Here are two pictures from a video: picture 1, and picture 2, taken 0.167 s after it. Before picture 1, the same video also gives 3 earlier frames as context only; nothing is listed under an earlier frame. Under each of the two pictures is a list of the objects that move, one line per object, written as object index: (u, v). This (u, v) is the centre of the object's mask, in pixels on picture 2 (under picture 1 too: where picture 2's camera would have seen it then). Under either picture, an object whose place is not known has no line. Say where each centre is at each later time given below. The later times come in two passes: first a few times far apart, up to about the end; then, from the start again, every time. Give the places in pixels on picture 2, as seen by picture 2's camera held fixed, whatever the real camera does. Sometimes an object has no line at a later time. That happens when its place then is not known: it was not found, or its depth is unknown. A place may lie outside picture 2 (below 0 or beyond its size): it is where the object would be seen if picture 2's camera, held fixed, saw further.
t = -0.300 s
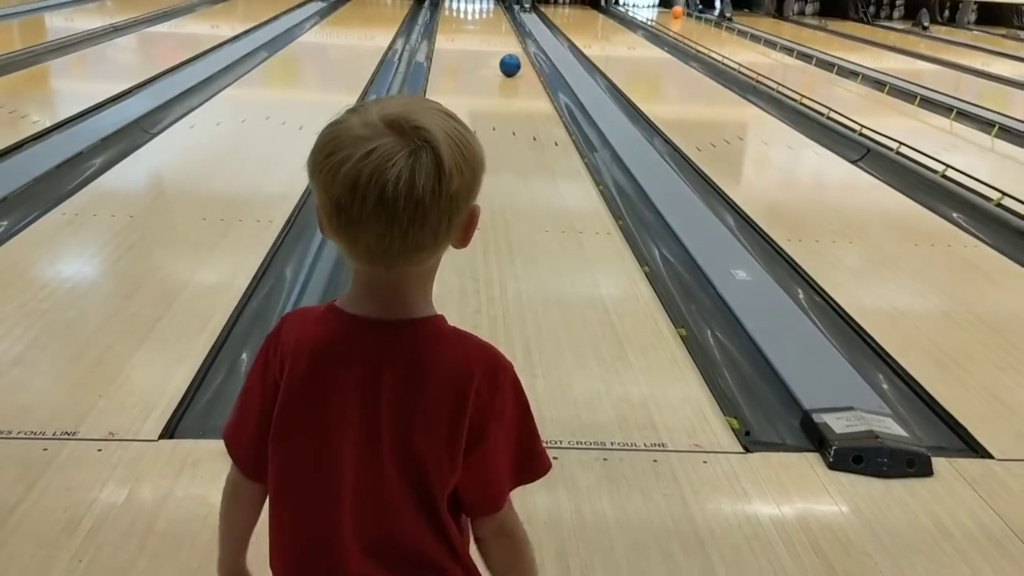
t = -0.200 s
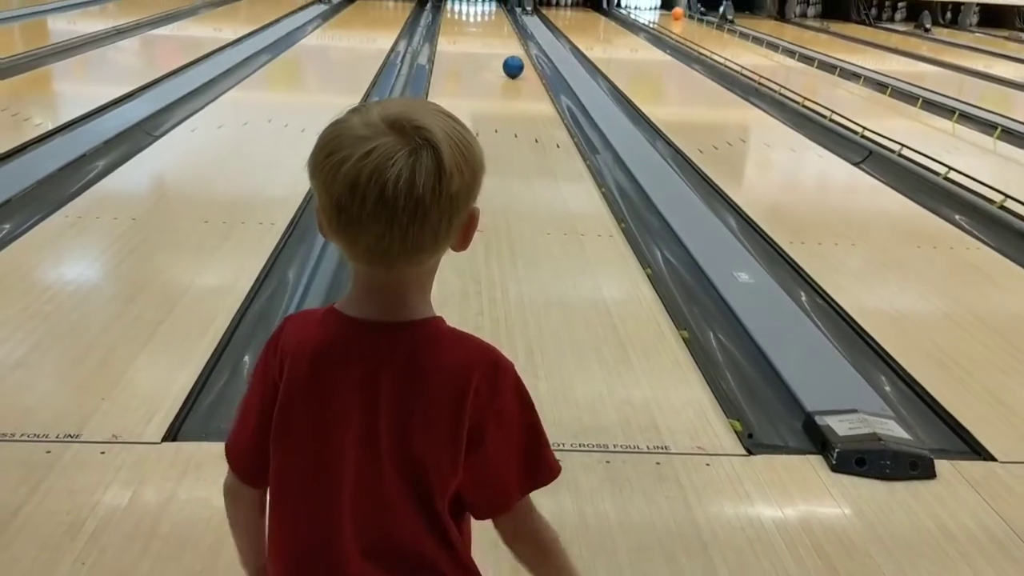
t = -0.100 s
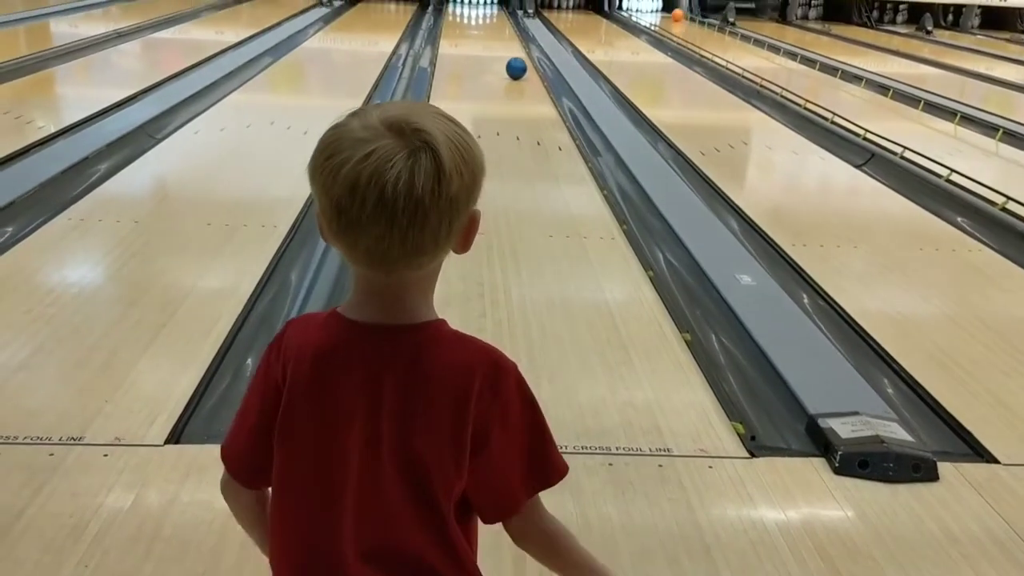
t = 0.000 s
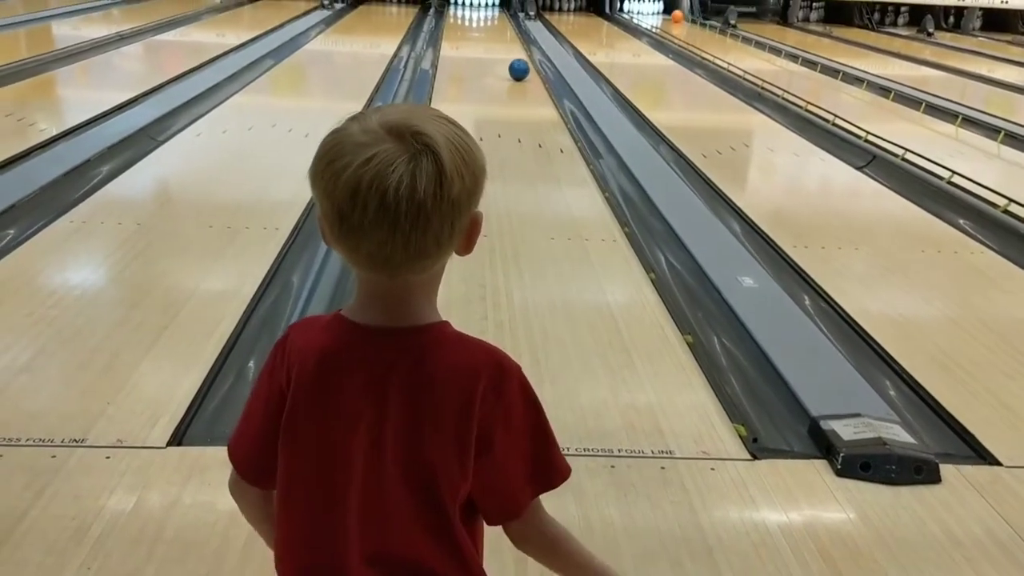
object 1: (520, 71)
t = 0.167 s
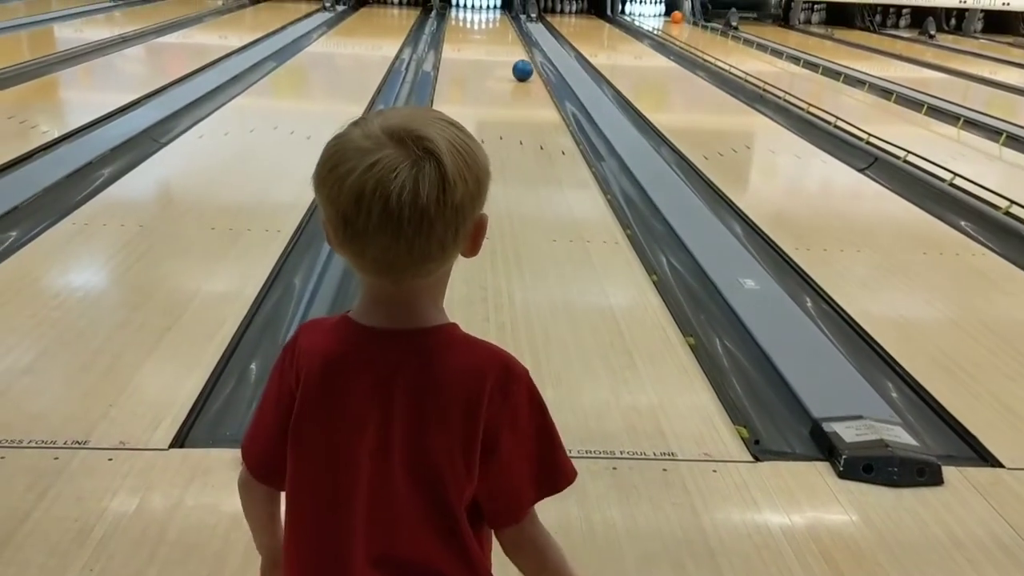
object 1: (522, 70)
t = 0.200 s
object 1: (523, 70)
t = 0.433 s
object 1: (525, 68)
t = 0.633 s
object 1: (528, 66)
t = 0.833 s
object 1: (530, 65)
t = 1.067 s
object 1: (531, 63)
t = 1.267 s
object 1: (528, 61)
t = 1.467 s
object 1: (524, 59)
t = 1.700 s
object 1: (521, 57)
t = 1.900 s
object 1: (518, 55)
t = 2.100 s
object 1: (514, 54)
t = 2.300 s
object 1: (511, 52)
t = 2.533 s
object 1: (507, 51)
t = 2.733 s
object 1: (505, 49)
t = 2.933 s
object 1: (502, 48)
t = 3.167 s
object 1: (498, 46)
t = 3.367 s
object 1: (495, 45)
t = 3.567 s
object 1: (493, 43)
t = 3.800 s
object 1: (490, 42)
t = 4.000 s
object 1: (487, 41)
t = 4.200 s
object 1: (484, 39)
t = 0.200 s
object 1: (523, 70)
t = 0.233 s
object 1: (523, 69)
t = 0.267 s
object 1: (523, 69)
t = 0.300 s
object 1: (524, 69)
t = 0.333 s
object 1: (524, 69)
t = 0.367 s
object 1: (525, 68)
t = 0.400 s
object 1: (525, 68)
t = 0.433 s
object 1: (525, 68)
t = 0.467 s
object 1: (526, 67)
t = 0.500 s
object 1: (526, 67)
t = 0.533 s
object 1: (527, 67)
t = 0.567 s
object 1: (527, 67)
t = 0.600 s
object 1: (527, 66)
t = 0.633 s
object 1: (528, 66)
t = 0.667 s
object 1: (528, 66)
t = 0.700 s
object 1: (528, 66)
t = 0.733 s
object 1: (529, 65)
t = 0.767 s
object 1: (529, 65)
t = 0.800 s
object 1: (529, 65)
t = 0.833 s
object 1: (530, 65)
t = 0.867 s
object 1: (530, 64)
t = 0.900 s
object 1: (531, 64)
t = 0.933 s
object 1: (531, 64)
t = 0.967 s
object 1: (531, 64)
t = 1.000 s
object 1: (531, 63)
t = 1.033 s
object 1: (531, 63)
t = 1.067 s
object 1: (531, 63)
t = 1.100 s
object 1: (530, 63)
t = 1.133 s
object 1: (530, 62)
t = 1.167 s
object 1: (529, 62)
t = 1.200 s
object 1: (529, 62)
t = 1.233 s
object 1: (528, 61)
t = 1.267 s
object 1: (528, 61)
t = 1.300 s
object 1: (527, 60)
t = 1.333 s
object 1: (527, 60)
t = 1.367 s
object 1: (526, 60)
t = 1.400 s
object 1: (526, 60)
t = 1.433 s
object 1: (525, 60)
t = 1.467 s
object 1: (524, 59)
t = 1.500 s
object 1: (524, 59)
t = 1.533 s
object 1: (523, 59)
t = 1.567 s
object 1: (523, 58)
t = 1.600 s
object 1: (522, 58)
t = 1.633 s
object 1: (522, 58)
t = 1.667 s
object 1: (522, 57)
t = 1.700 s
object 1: (521, 57)
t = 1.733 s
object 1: (521, 57)
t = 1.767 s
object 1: (520, 57)
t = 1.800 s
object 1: (519, 56)
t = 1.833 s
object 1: (519, 56)
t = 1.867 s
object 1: (518, 56)
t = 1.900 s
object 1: (518, 55)
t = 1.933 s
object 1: (517, 55)
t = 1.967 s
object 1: (516, 55)
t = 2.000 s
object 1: (516, 55)
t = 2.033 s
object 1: (515, 54)
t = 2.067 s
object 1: (515, 54)
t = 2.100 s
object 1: (514, 54)
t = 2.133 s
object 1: (514, 54)
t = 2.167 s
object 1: (513, 53)
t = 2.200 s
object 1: (513, 53)
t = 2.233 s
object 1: (512, 53)
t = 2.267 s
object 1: (512, 53)
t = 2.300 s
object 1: (511, 52)
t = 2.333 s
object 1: (510, 52)
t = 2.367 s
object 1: (510, 52)
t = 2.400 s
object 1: (509, 51)
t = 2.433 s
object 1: (509, 51)
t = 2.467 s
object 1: (508, 51)
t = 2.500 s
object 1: (508, 51)
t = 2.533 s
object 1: (507, 51)
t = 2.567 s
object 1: (507, 50)
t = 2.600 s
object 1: (506, 50)
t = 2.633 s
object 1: (506, 50)
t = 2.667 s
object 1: (506, 50)
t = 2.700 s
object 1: (505, 50)
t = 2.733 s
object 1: (505, 49)
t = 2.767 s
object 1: (504, 49)
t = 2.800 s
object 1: (504, 49)
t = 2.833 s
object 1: (503, 49)
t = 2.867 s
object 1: (503, 48)
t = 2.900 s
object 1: (502, 48)
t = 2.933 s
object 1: (502, 48)
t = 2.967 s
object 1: (501, 48)
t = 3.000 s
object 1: (501, 47)
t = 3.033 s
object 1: (500, 47)
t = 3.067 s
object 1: (500, 47)
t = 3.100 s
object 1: (499, 47)
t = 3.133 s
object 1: (499, 46)
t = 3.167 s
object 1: (498, 46)
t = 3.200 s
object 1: (498, 46)
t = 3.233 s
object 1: (497, 45)
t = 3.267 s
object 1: (497, 45)
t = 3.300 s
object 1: (496, 45)
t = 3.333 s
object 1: (496, 45)
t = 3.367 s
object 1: (495, 45)
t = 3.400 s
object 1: (495, 44)
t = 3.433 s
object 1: (495, 44)
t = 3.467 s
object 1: (494, 44)
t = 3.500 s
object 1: (494, 44)
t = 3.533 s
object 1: (493, 44)
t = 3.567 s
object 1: (493, 43)
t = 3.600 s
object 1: (492, 43)
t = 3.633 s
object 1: (492, 43)
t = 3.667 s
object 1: (491, 43)
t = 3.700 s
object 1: (491, 42)
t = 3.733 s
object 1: (491, 42)
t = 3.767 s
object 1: (490, 42)
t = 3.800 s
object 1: (490, 42)
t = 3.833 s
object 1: (489, 42)
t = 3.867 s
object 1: (489, 41)
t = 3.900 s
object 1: (488, 41)
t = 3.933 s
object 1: (488, 41)
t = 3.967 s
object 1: (487, 41)
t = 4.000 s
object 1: (487, 41)
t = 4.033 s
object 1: (486, 40)
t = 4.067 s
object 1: (486, 40)
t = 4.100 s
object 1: (485, 40)
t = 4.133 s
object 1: (485, 40)
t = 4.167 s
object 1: (484, 40)
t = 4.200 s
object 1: (484, 39)
